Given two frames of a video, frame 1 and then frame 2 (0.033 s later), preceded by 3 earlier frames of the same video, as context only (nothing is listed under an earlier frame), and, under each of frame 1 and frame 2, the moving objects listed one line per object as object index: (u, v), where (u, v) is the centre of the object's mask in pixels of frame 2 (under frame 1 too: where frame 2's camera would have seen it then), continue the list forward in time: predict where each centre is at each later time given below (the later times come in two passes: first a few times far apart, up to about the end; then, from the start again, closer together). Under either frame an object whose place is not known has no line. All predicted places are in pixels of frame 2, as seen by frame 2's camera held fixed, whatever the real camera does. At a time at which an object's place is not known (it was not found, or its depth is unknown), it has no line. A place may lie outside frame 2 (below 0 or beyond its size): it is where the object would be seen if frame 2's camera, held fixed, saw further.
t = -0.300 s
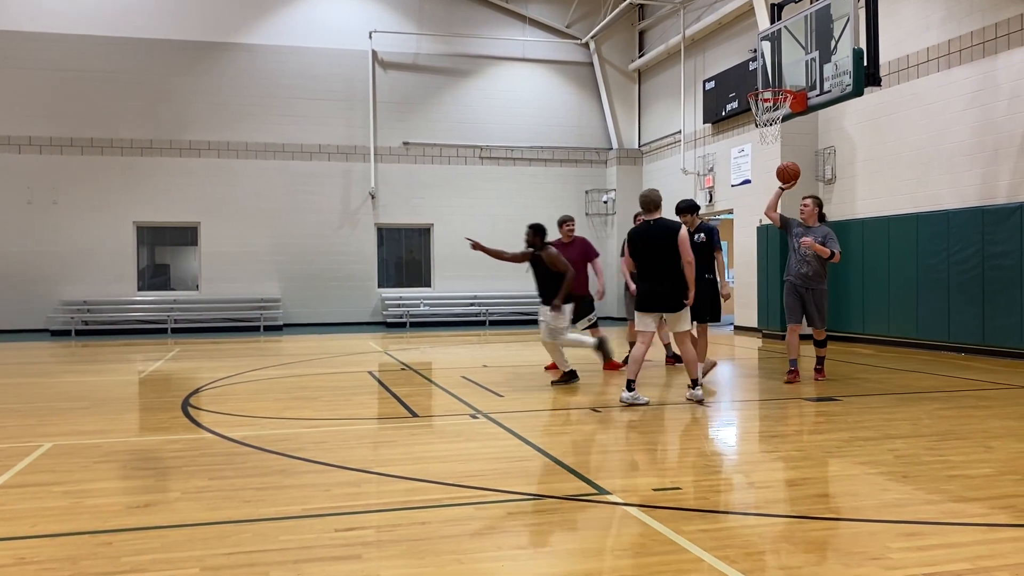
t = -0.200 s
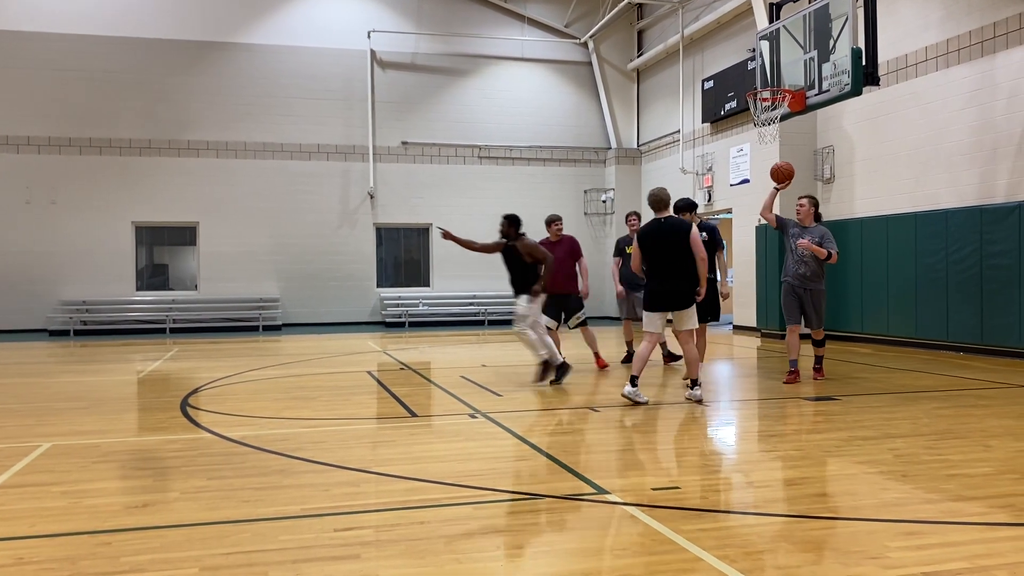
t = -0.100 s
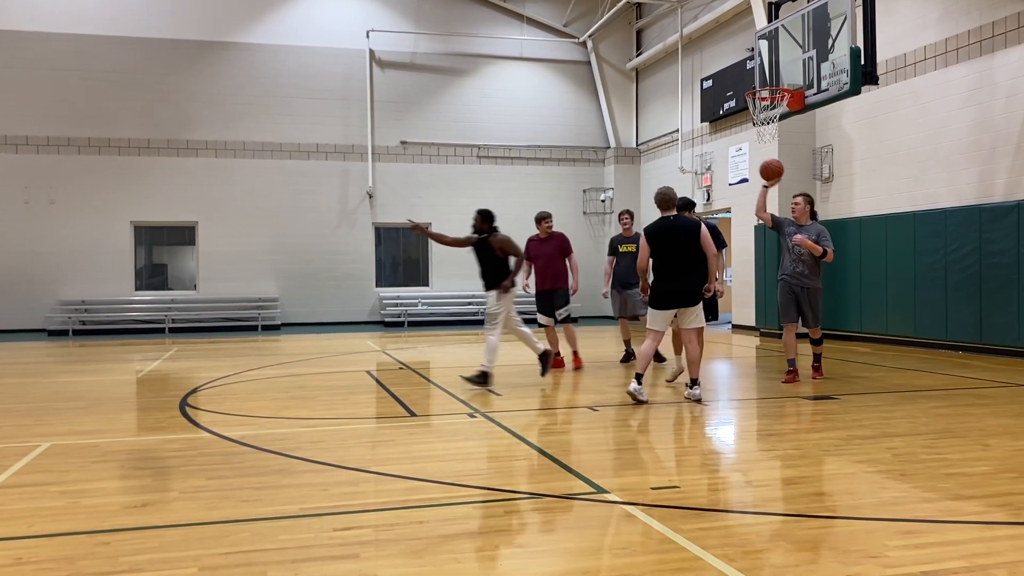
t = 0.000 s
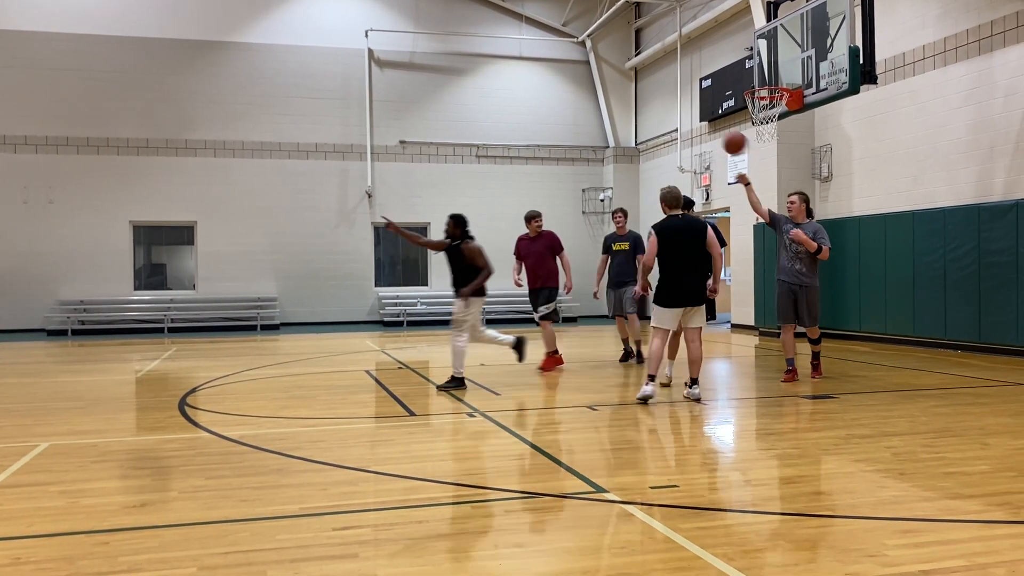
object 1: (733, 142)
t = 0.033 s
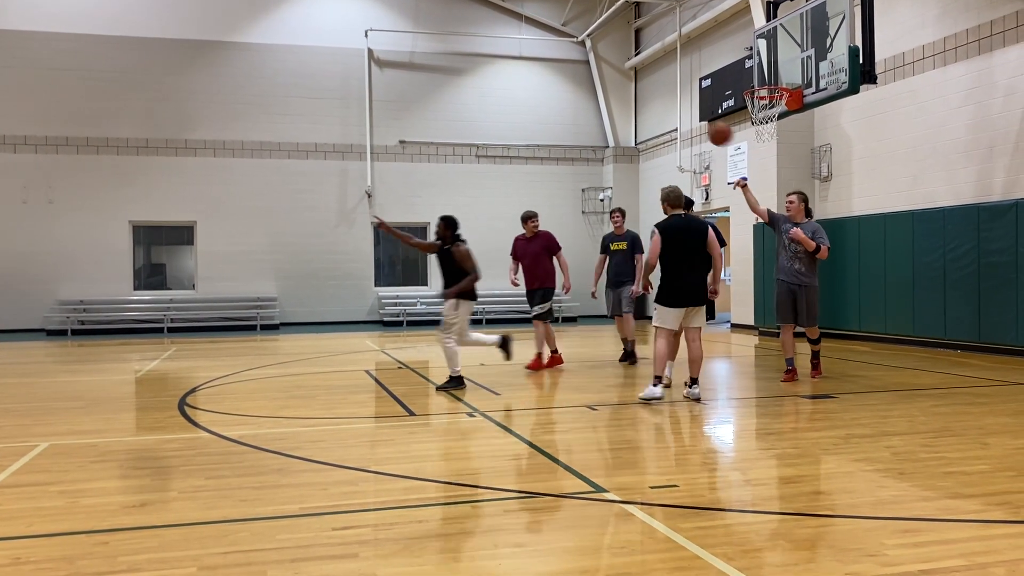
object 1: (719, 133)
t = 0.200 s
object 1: (647, 105)
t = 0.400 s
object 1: (560, 106)
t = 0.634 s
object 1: (457, 157)
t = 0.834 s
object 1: (370, 243)
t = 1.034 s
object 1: (280, 371)
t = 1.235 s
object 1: (242, 288)
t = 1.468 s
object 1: (204, 219)
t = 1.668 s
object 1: (173, 204)
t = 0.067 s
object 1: (706, 125)
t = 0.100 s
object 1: (692, 119)
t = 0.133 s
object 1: (676, 113)
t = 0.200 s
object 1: (647, 105)
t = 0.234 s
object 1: (633, 103)
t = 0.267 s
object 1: (618, 101)
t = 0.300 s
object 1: (604, 101)
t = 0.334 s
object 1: (588, 101)
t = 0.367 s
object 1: (574, 103)
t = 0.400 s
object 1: (560, 106)
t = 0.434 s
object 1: (545, 110)
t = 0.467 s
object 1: (531, 115)
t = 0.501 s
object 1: (516, 121)
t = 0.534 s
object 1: (501, 129)
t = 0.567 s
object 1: (487, 136)
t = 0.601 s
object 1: (472, 146)
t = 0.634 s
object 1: (457, 157)
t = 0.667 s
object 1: (443, 168)
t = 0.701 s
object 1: (428, 180)
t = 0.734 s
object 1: (413, 194)
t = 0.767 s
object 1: (399, 209)
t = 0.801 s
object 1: (385, 225)
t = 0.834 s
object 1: (370, 243)
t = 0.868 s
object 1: (356, 260)
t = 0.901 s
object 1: (340, 281)
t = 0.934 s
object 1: (326, 301)
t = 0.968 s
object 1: (311, 323)
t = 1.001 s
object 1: (295, 346)
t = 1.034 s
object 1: (280, 371)
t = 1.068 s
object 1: (270, 372)
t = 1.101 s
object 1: (264, 353)
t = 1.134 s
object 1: (258, 335)
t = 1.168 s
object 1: (255, 318)
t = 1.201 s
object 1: (248, 302)
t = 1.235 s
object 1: (242, 288)
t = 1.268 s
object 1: (236, 275)
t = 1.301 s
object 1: (230, 263)
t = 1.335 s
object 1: (225, 252)
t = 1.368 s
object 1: (220, 242)
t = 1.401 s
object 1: (215, 233)
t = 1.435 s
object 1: (209, 225)
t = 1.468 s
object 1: (204, 219)
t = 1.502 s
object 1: (198, 214)
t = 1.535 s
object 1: (193, 209)
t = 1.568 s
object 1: (188, 206)
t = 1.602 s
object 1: (184, 204)
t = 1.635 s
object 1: (178, 204)
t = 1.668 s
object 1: (173, 204)
